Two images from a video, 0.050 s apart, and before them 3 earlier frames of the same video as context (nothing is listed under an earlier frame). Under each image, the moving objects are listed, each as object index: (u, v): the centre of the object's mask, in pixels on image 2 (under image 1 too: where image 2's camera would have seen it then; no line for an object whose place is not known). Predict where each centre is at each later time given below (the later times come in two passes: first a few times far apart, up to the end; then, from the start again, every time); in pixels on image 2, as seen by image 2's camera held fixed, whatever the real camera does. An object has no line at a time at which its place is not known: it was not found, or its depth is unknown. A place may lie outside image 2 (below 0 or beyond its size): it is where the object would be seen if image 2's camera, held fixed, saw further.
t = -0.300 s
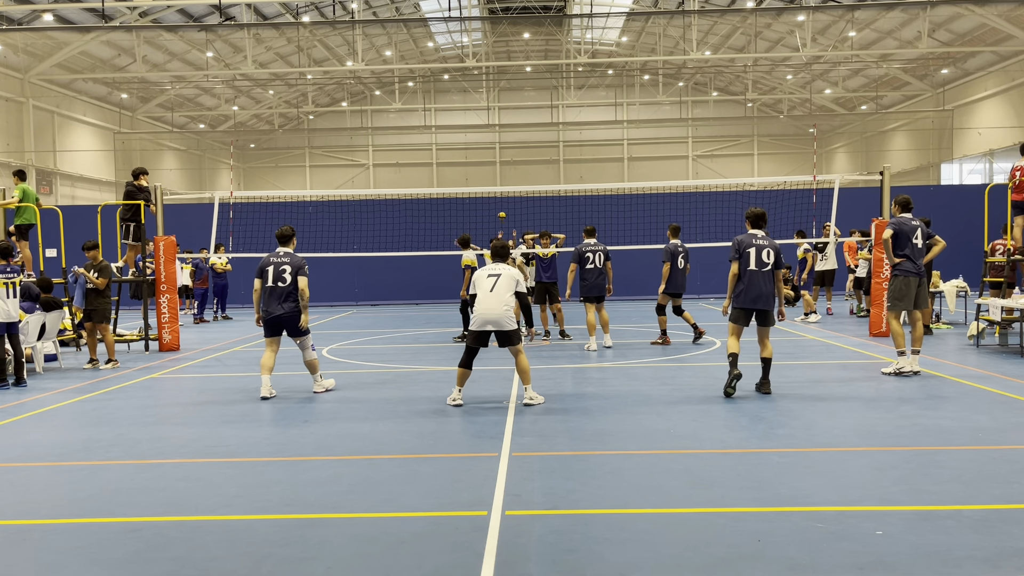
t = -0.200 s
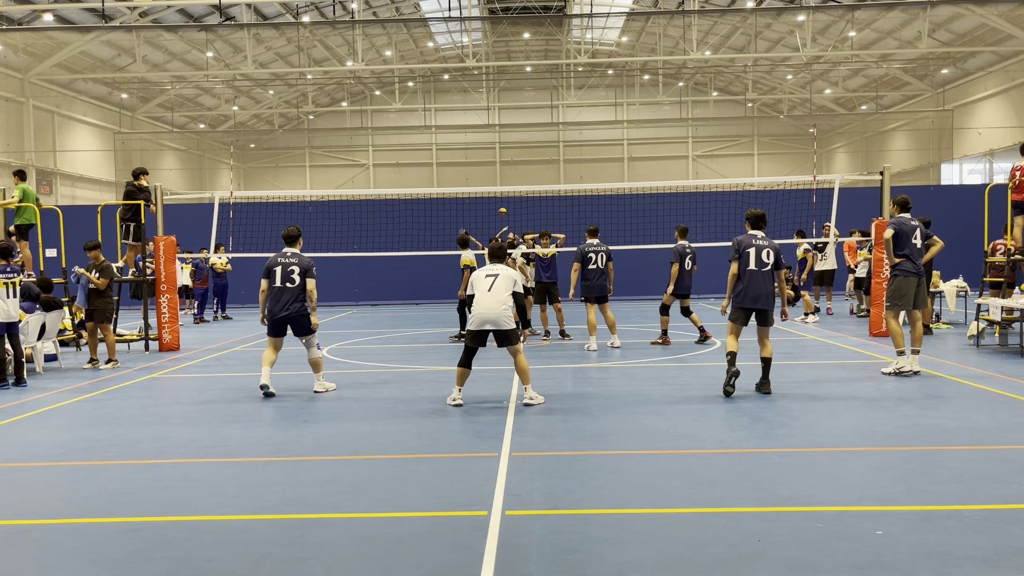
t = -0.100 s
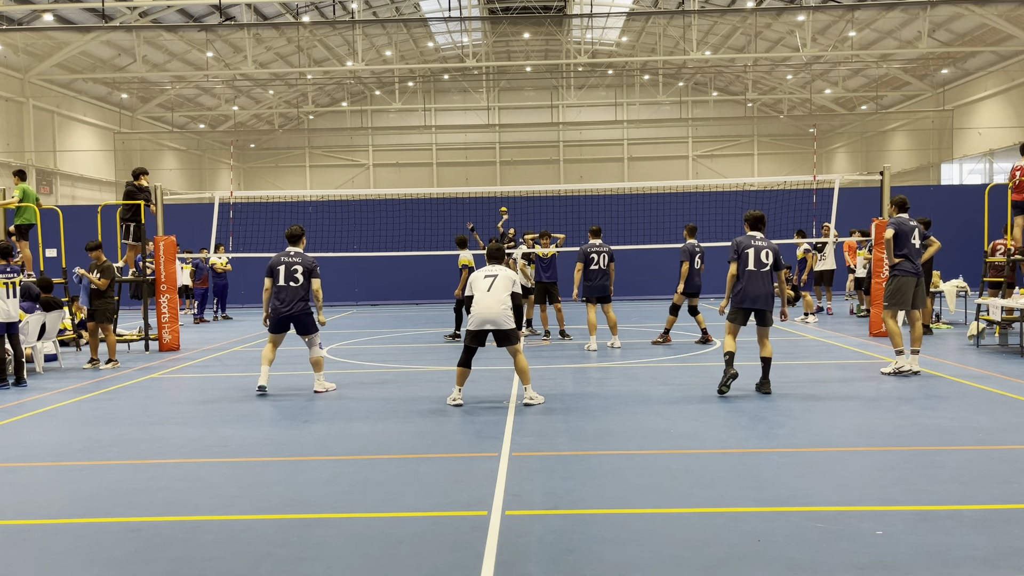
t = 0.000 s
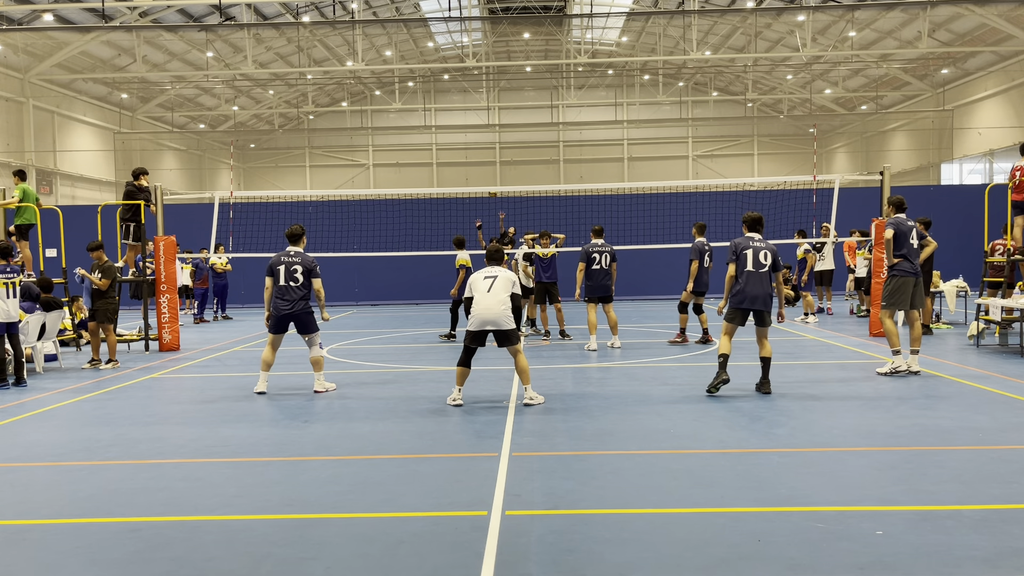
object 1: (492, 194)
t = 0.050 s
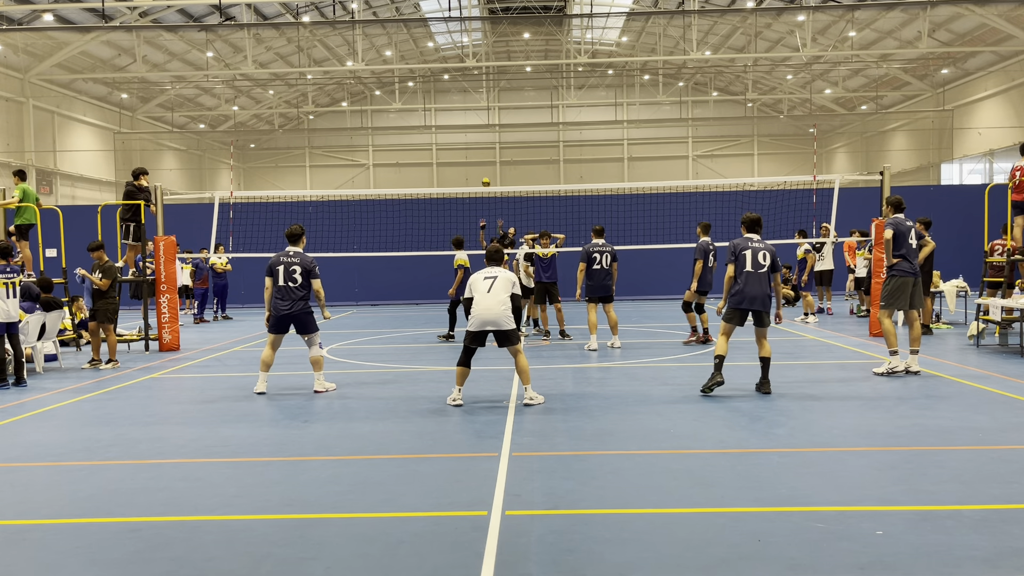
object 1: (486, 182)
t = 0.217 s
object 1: (462, 150)
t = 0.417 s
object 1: (427, 121)
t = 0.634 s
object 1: (377, 107)
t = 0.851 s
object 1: (316, 119)
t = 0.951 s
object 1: (285, 137)
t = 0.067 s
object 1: (483, 179)
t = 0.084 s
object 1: (481, 175)
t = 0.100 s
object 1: (478, 172)
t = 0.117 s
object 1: (476, 168)
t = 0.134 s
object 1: (474, 165)
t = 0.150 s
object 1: (472, 162)
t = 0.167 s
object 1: (469, 159)
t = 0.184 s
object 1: (467, 156)
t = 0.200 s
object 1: (465, 153)
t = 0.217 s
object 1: (462, 150)
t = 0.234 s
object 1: (460, 147)
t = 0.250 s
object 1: (457, 144)
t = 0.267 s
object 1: (454, 142)
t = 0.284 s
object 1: (451, 139)
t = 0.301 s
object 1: (449, 136)
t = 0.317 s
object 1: (446, 134)
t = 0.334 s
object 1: (443, 131)
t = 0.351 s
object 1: (440, 129)
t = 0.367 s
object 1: (437, 127)
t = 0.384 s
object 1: (433, 125)
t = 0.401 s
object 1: (430, 123)
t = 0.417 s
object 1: (427, 121)
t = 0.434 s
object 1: (423, 119)
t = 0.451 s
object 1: (420, 117)
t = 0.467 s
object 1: (416, 115)
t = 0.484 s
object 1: (413, 114)
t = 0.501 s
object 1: (409, 113)
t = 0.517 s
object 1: (405, 112)
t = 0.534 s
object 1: (401, 111)
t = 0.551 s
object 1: (397, 109)
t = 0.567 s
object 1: (394, 109)
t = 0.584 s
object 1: (390, 108)
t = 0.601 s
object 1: (386, 107)
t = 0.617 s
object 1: (381, 107)
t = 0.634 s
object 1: (377, 107)
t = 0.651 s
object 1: (373, 107)
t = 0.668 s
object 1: (368, 107)
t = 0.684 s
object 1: (364, 107)
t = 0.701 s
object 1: (359, 108)
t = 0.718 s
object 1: (355, 108)
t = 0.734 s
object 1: (350, 109)
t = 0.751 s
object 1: (346, 109)
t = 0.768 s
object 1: (341, 111)
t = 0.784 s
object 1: (337, 112)
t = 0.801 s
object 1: (332, 114)
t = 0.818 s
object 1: (327, 115)
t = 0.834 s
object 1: (322, 117)
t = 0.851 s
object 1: (316, 119)
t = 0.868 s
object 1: (312, 122)
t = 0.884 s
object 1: (307, 124)
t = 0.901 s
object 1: (301, 127)
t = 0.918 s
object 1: (296, 130)
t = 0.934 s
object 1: (290, 133)
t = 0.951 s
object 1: (285, 137)
